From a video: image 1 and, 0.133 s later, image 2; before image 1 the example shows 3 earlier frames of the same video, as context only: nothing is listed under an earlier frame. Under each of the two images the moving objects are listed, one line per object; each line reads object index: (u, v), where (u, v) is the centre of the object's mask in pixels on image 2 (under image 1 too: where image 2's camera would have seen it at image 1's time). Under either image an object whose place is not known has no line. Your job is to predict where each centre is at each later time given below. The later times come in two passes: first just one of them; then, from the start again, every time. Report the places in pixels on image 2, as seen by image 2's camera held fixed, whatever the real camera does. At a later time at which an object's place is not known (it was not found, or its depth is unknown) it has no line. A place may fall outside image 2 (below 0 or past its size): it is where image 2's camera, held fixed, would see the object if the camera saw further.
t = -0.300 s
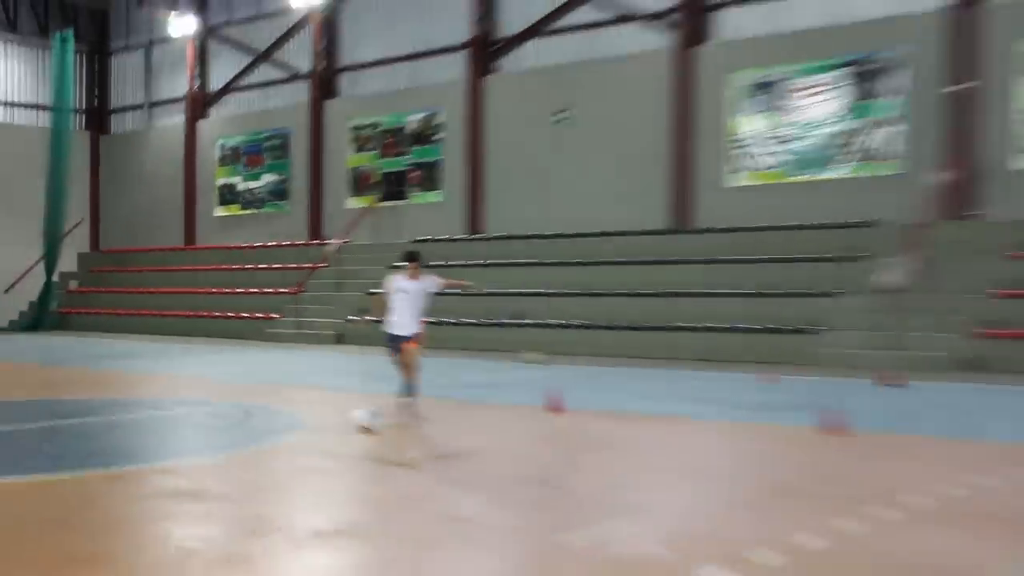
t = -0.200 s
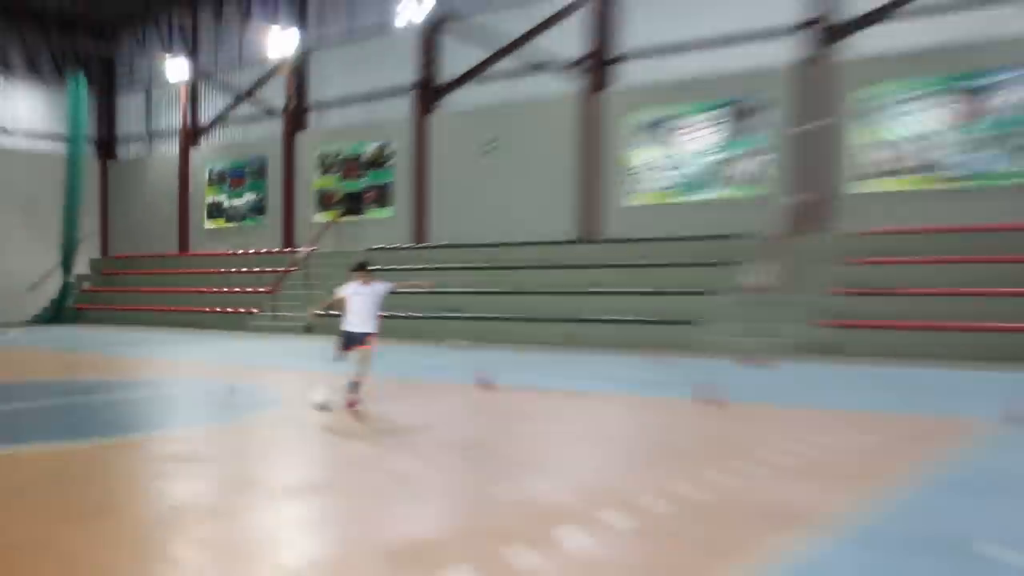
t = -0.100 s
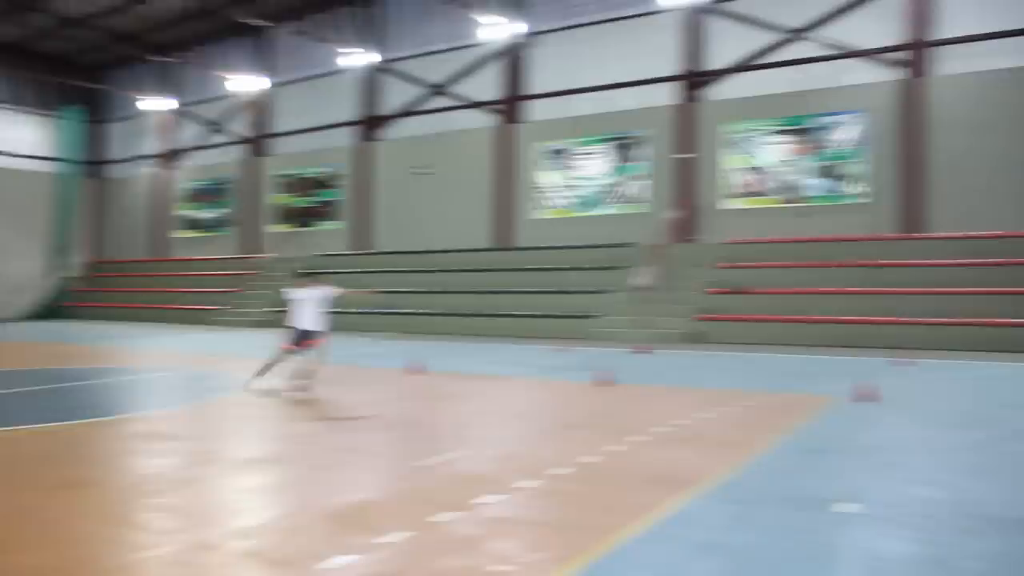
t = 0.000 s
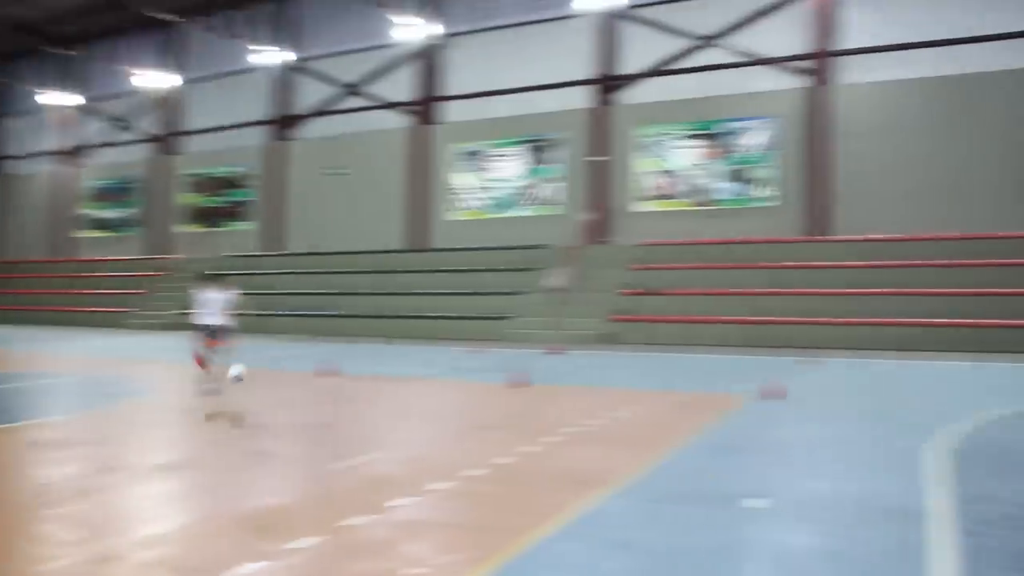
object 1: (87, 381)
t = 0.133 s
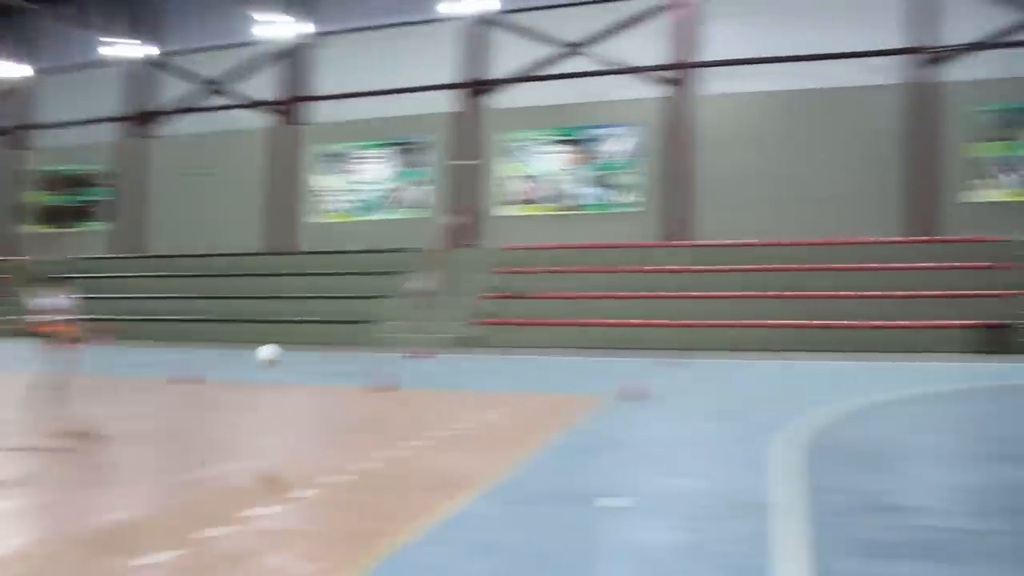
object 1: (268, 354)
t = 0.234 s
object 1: (443, 345)
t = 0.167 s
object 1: (322, 350)
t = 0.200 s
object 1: (381, 348)
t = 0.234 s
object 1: (443, 345)
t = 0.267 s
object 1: (513, 344)
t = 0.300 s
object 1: (587, 346)
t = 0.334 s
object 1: (671, 350)
